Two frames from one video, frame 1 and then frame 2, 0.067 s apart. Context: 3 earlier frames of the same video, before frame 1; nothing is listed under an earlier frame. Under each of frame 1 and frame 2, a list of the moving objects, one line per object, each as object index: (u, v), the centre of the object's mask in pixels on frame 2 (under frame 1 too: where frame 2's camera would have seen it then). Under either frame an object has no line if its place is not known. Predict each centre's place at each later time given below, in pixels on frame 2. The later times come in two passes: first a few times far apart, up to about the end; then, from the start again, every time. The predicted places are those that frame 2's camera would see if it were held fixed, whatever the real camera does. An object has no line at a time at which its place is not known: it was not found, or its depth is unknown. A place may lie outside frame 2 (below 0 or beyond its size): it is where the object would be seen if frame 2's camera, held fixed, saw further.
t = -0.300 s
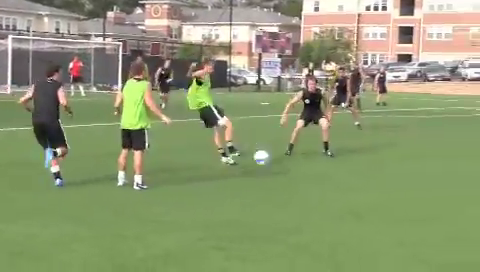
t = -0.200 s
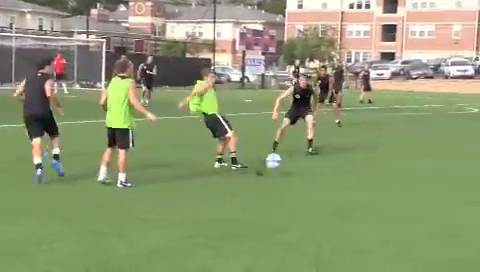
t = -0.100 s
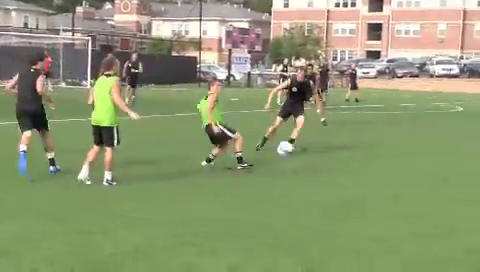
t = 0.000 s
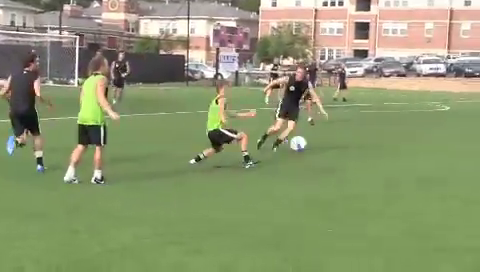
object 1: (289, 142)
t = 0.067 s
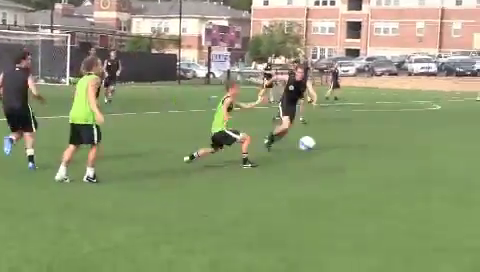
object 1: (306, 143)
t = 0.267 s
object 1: (359, 164)
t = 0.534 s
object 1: (431, 164)
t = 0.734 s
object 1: (486, 174)
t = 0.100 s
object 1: (315, 145)
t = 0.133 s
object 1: (324, 147)
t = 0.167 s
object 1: (333, 150)
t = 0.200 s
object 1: (341, 153)
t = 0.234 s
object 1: (350, 158)
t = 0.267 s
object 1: (359, 164)
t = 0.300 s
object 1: (368, 170)
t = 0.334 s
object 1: (376, 169)
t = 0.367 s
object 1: (386, 165)
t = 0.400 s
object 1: (395, 163)
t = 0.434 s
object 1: (404, 163)
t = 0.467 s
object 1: (413, 163)
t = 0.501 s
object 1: (422, 163)
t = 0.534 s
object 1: (431, 164)
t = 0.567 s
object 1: (440, 165)
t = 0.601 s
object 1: (451, 168)
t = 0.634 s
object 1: (460, 173)
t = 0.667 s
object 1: (469, 177)
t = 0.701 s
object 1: (477, 175)
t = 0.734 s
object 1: (486, 174)
